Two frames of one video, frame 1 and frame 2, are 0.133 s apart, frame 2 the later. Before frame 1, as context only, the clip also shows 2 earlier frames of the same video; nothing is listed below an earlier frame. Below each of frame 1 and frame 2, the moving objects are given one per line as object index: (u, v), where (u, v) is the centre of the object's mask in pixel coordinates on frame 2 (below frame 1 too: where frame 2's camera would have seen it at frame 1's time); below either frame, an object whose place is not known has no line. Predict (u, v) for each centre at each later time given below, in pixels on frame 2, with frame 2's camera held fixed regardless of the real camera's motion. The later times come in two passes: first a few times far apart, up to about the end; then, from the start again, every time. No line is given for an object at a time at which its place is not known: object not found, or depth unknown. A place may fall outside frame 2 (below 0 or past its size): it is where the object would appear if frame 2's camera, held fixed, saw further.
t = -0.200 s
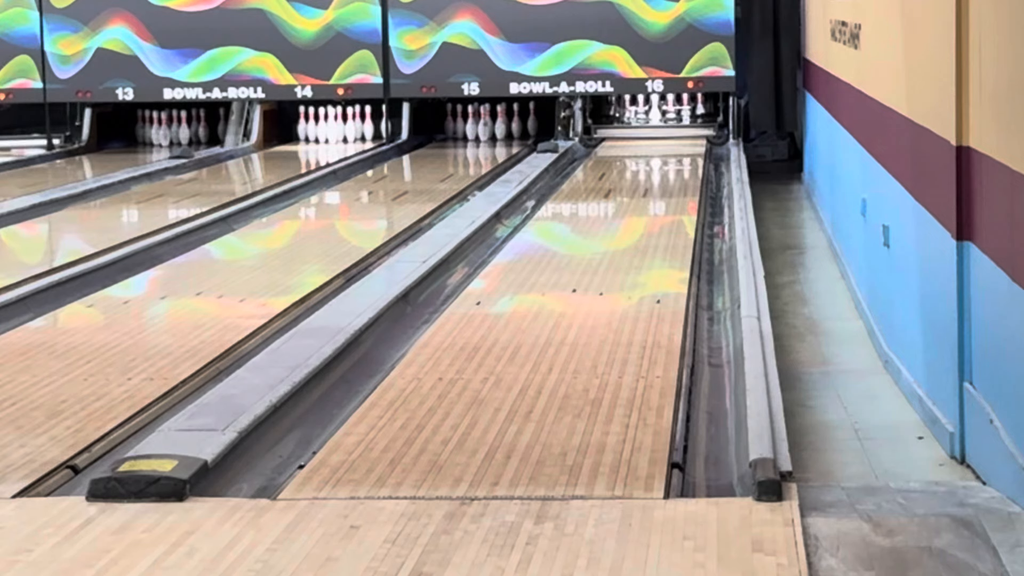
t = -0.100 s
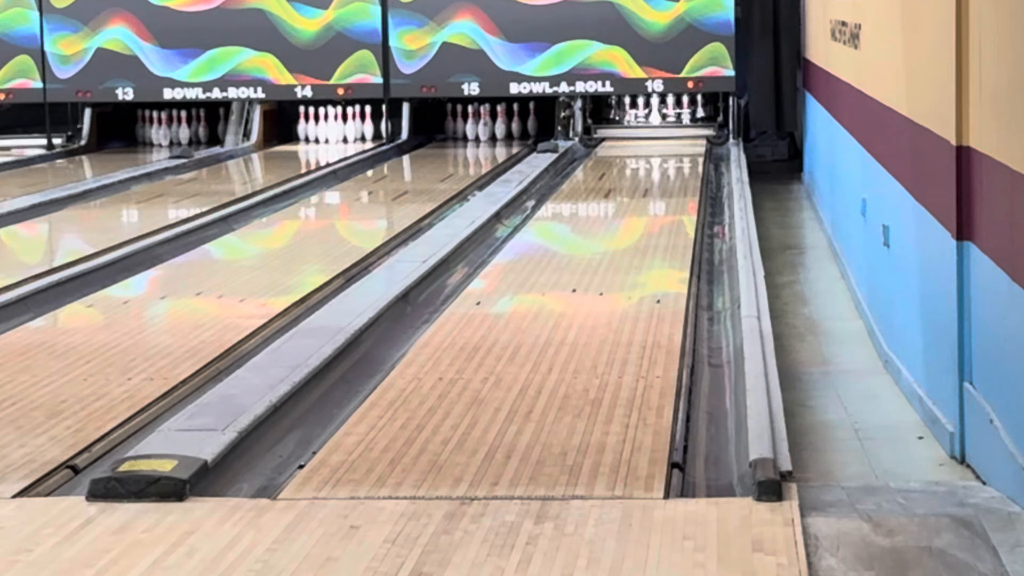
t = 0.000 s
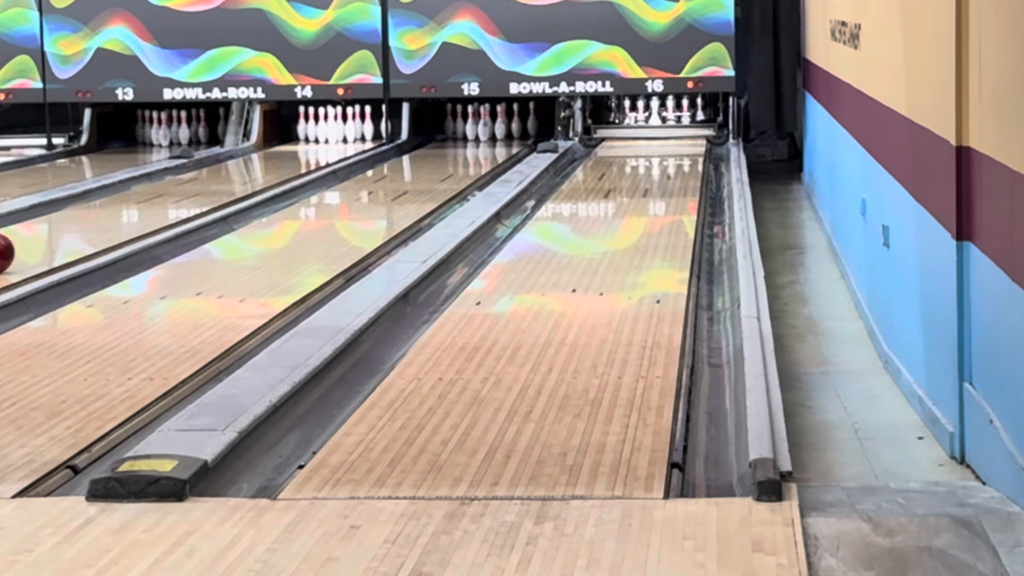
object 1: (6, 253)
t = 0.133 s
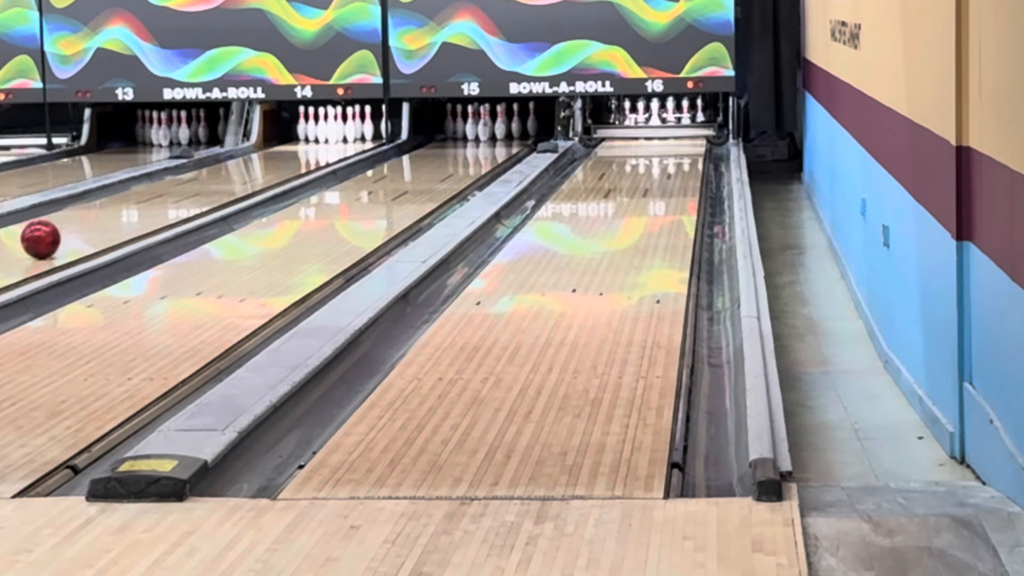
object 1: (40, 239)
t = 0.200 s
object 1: (62, 233)
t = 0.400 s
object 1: (118, 216)
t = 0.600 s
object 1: (164, 202)
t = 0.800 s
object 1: (202, 190)
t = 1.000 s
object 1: (233, 179)
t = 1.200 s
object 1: (258, 171)
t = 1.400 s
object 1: (277, 163)
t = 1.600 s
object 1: (293, 157)
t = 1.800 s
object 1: (307, 151)
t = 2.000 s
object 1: (320, 145)
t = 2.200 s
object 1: (331, 141)
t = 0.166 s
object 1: (51, 236)
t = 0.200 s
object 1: (62, 233)
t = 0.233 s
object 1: (72, 230)
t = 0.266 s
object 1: (82, 227)
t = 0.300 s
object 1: (91, 224)
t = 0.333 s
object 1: (100, 221)
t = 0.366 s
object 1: (109, 218)
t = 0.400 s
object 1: (118, 216)
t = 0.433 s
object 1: (126, 213)
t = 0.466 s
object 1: (134, 211)
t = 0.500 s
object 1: (142, 209)
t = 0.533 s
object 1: (149, 206)
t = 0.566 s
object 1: (157, 204)
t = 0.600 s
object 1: (164, 202)
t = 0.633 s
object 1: (171, 200)
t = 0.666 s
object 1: (177, 198)
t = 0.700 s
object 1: (184, 195)
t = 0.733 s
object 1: (190, 194)
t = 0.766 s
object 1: (196, 192)
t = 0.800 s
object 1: (202, 190)
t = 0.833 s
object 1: (208, 188)
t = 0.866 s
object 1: (213, 186)
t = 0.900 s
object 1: (218, 185)
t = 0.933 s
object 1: (223, 182)
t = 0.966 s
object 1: (228, 181)
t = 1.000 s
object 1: (233, 179)
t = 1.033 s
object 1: (238, 178)
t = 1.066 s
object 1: (242, 176)
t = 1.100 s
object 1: (246, 175)
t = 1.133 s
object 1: (251, 173)
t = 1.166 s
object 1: (254, 172)
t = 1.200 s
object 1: (258, 171)
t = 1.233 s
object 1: (262, 169)
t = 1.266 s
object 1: (265, 168)
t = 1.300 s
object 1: (269, 167)
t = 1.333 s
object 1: (271, 166)
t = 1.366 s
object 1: (275, 164)
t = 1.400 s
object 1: (277, 163)
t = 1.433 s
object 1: (280, 162)
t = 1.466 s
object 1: (283, 161)
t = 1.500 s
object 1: (286, 160)
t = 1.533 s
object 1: (288, 158)
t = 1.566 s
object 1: (291, 158)
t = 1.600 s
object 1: (293, 157)
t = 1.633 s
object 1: (296, 155)
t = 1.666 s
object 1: (298, 154)
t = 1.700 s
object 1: (300, 154)
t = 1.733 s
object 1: (303, 153)
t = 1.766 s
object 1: (305, 152)
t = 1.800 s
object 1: (307, 151)
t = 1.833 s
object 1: (309, 150)
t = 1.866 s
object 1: (311, 149)
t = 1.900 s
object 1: (313, 148)
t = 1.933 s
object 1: (316, 147)
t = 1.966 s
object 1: (318, 146)
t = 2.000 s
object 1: (320, 145)
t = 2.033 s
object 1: (322, 145)
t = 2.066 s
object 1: (323, 144)
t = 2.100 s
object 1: (325, 143)
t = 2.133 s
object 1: (327, 142)
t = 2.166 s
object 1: (329, 142)
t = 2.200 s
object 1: (331, 141)
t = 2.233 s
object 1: (333, 140)
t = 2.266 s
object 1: (335, 139)
